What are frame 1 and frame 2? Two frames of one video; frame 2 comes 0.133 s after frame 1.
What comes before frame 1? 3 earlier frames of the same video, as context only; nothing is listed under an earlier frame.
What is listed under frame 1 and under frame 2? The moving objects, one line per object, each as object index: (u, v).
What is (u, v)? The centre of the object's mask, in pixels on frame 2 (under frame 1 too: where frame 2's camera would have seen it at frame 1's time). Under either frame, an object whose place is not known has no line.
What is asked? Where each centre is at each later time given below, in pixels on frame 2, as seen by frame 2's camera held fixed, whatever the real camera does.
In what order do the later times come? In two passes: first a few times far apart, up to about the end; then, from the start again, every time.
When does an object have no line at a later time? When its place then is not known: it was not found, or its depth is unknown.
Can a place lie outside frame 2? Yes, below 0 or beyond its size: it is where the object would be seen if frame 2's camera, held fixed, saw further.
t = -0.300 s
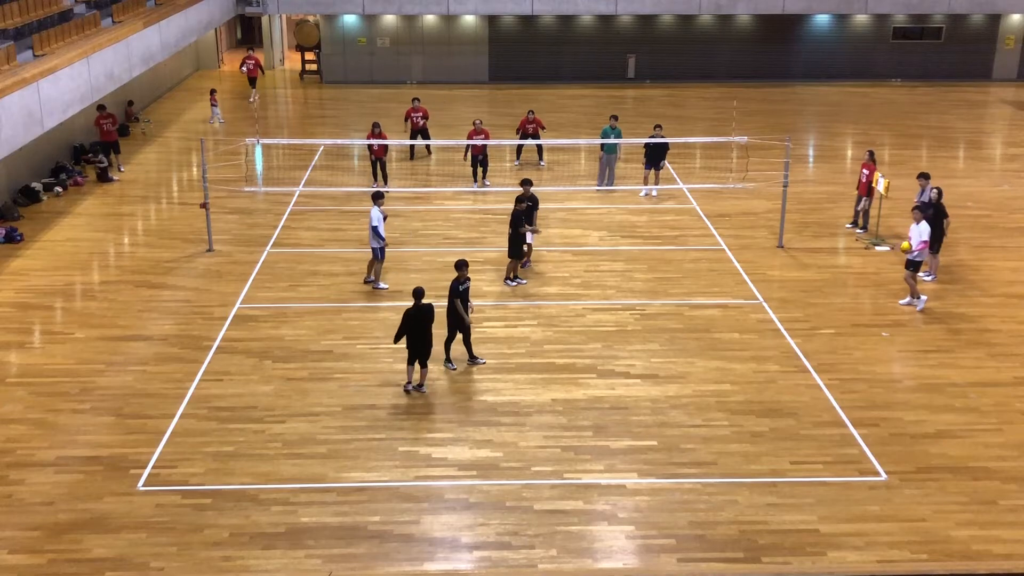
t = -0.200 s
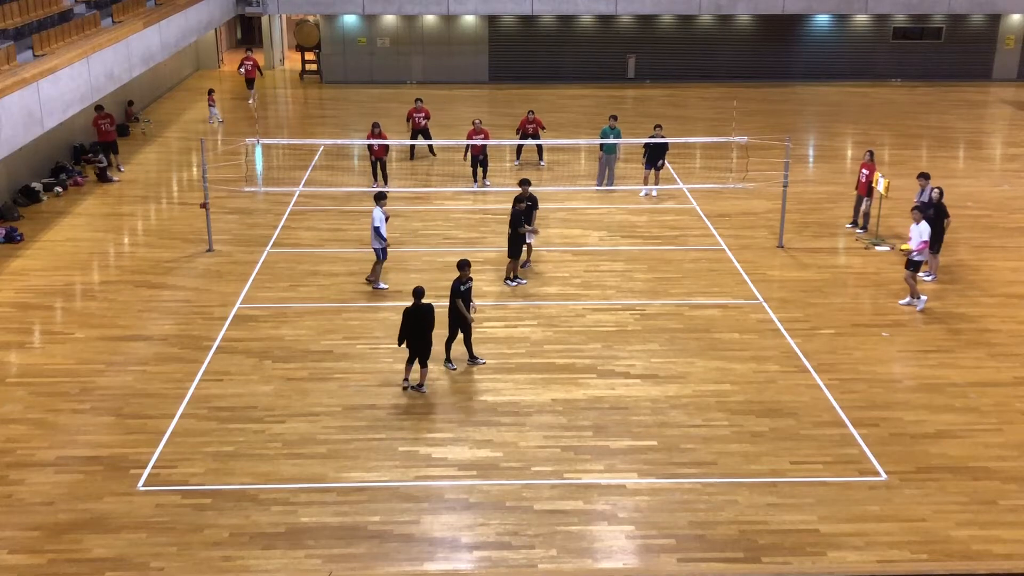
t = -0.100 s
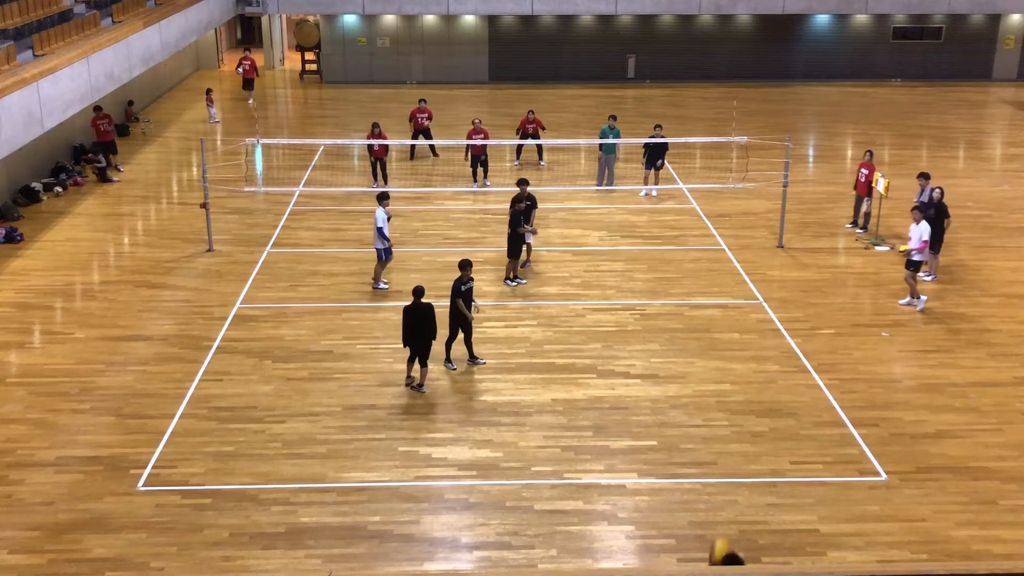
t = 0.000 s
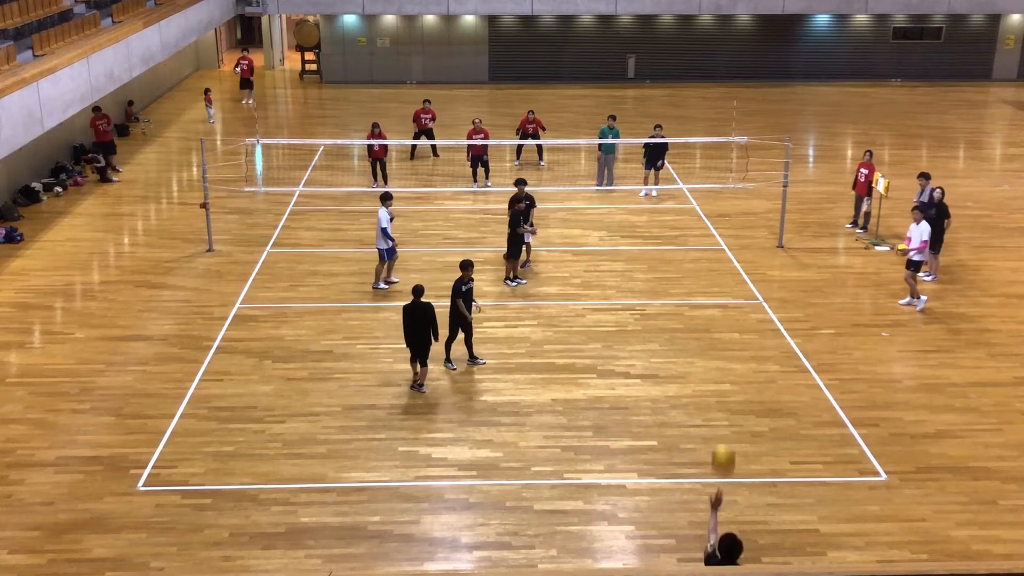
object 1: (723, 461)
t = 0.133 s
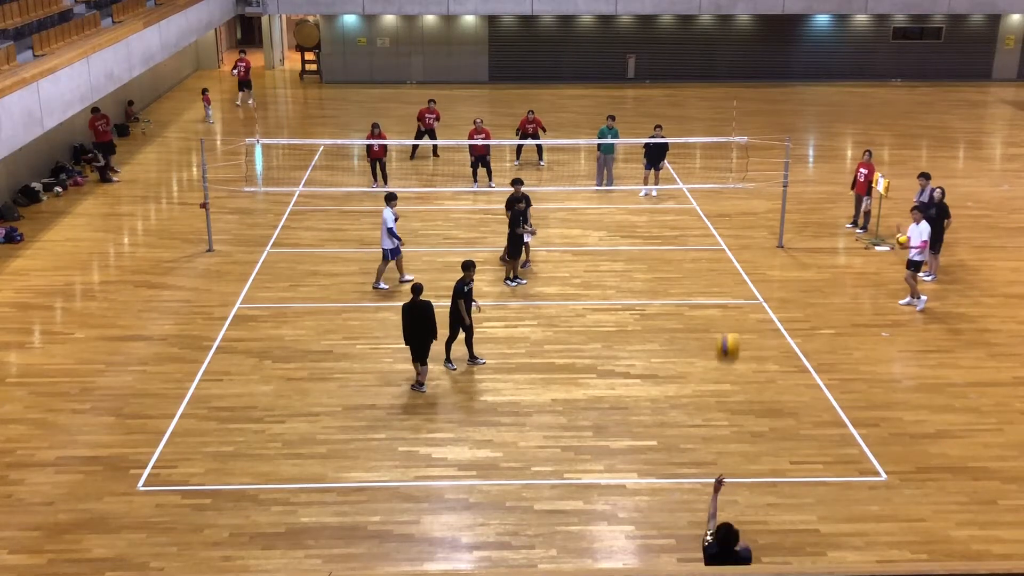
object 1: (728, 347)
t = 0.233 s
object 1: (730, 278)
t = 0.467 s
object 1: (732, 160)
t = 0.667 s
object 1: (731, 110)
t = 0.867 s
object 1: (727, 104)
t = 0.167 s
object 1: (728, 323)
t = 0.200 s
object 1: (729, 302)
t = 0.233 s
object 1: (730, 278)
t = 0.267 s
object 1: (731, 256)
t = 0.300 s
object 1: (732, 240)
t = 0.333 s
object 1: (732, 219)
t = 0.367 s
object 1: (732, 203)
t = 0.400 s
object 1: (733, 188)
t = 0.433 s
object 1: (733, 174)
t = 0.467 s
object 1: (732, 160)
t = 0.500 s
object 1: (733, 149)
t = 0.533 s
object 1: (732, 139)
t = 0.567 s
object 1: (732, 129)
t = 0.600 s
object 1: (732, 123)
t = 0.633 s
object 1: (731, 116)
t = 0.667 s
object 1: (731, 110)
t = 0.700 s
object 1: (730, 106)
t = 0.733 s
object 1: (730, 104)
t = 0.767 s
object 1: (729, 102)
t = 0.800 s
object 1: (728, 101)
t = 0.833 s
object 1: (728, 101)
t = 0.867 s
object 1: (727, 104)
